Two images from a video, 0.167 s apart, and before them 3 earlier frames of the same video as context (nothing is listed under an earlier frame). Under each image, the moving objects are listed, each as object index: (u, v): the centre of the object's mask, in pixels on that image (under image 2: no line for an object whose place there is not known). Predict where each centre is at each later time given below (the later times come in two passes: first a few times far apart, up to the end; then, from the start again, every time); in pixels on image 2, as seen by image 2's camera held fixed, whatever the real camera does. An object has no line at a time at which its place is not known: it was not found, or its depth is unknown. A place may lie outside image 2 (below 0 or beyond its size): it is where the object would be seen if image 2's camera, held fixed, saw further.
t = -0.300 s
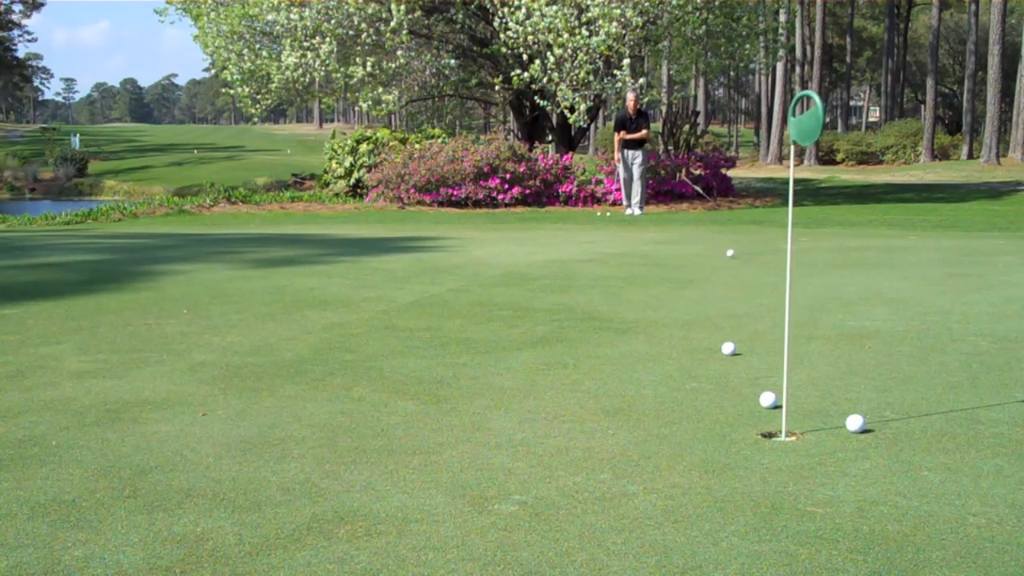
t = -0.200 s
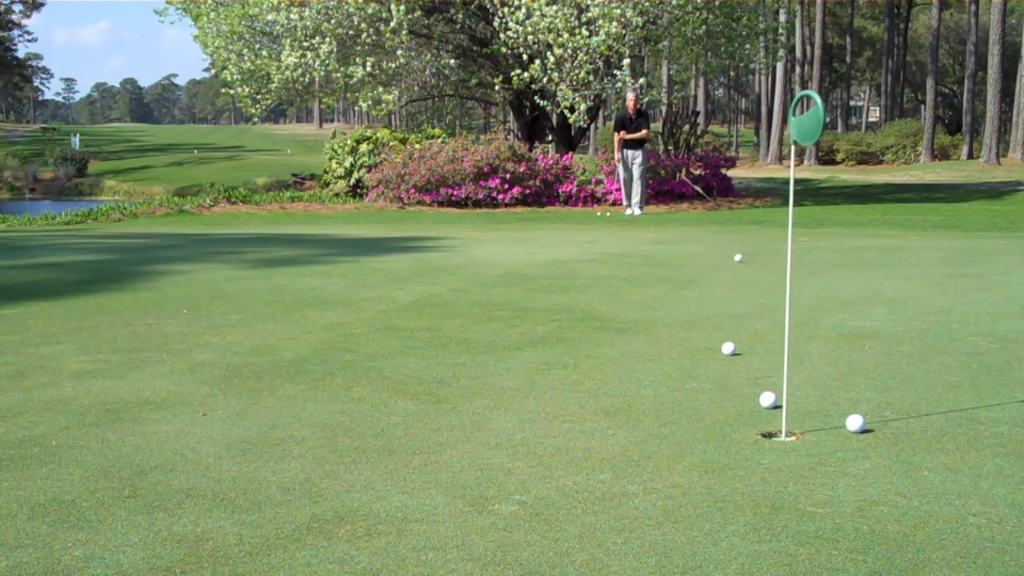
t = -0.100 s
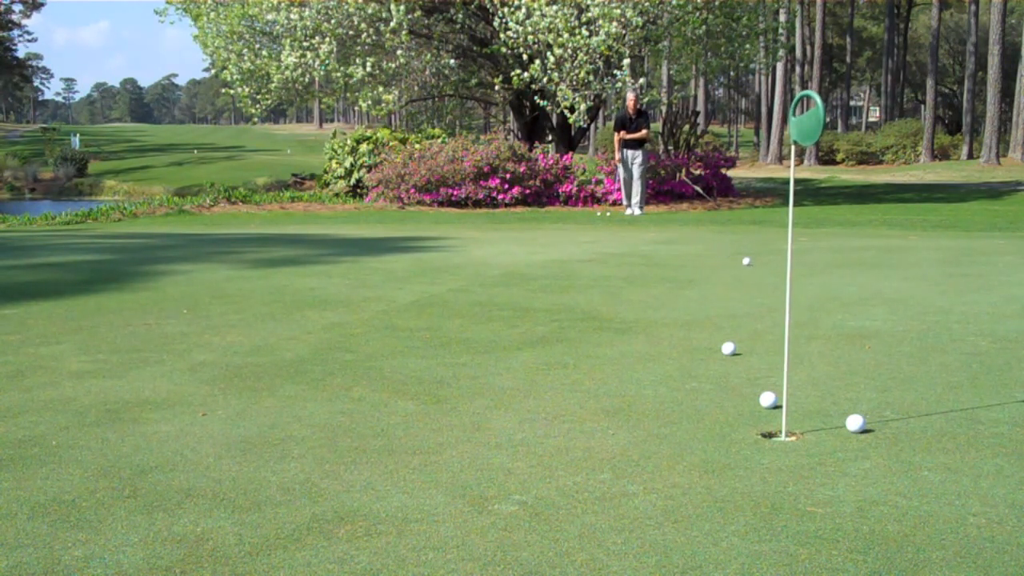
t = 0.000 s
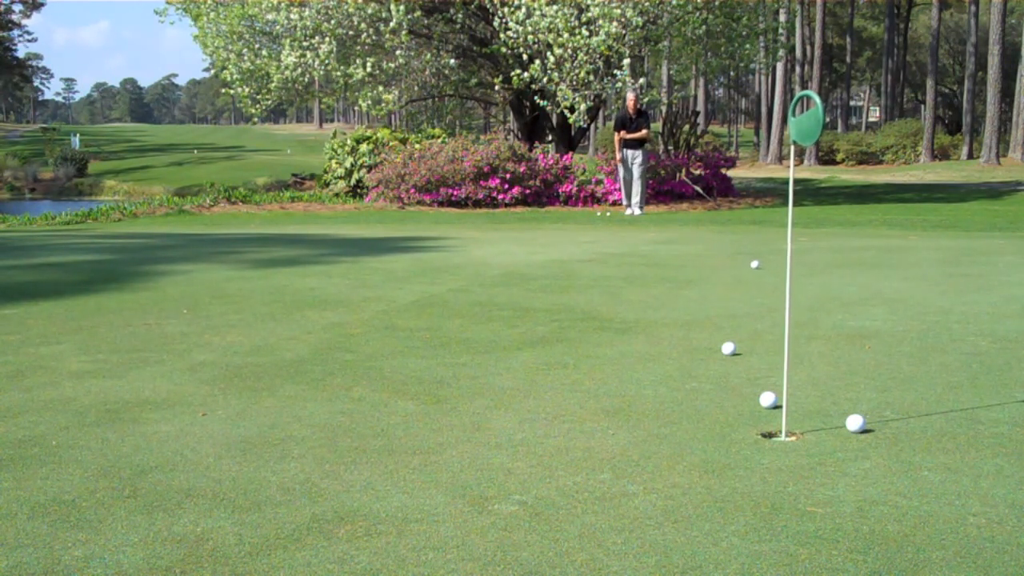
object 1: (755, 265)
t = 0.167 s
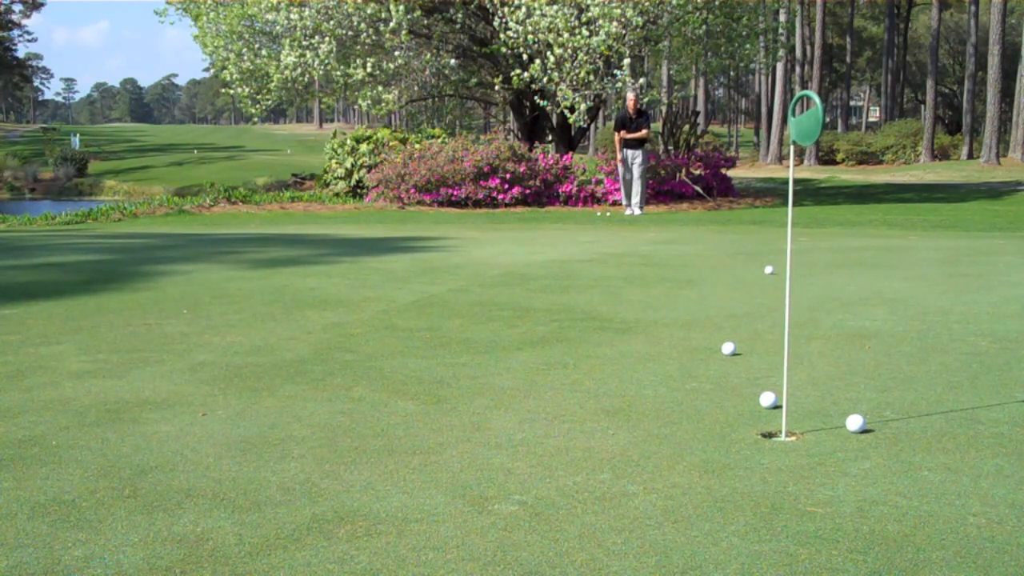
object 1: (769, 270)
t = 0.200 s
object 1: (771, 271)
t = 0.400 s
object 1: (788, 278)
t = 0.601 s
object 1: (803, 287)
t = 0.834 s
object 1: (819, 298)
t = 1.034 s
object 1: (830, 308)
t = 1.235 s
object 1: (837, 319)
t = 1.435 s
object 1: (841, 331)
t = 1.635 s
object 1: (842, 343)
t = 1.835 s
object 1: (839, 355)
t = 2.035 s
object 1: (833, 367)
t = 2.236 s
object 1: (824, 379)
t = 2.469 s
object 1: (809, 392)
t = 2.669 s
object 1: (793, 402)
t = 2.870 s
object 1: (772, 411)
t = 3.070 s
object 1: (752, 417)
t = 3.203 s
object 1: (740, 420)
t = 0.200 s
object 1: (771, 271)
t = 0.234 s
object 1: (774, 272)
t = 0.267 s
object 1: (777, 274)
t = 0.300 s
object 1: (780, 275)
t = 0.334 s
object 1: (782, 276)
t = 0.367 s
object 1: (784, 277)
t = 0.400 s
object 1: (788, 278)
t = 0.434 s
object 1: (792, 279)
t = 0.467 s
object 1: (794, 281)
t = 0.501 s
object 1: (796, 283)
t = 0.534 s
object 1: (799, 284)
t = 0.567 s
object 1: (801, 286)
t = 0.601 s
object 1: (803, 287)
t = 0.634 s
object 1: (806, 288)
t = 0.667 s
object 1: (808, 290)
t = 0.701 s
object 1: (810, 291)
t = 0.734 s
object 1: (813, 293)
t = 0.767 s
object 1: (815, 294)
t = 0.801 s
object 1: (817, 296)
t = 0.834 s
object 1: (819, 298)
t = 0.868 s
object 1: (821, 300)
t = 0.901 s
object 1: (823, 301)
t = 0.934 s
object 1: (825, 303)
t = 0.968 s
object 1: (826, 304)
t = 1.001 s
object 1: (828, 306)
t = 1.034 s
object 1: (830, 308)
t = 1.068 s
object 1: (831, 309)
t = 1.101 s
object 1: (833, 312)
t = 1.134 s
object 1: (834, 313)
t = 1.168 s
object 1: (835, 315)
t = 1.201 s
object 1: (837, 317)
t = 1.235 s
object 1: (837, 319)
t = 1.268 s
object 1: (838, 321)
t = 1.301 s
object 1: (839, 323)
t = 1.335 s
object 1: (839, 325)
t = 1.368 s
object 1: (840, 327)
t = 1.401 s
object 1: (841, 329)
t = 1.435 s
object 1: (841, 331)
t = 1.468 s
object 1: (842, 333)
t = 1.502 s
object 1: (842, 335)
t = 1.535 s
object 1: (842, 337)
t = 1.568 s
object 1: (842, 339)
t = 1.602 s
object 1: (842, 341)
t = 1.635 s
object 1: (842, 343)
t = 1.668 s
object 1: (842, 345)
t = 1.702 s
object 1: (841, 347)
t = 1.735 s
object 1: (841, 349)
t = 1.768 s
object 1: (841, 351)
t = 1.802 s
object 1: (840, 353)
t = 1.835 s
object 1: (839, 355)
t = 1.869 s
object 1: (839, 357)
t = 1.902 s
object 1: (838, 359)
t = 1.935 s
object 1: (837, 361)
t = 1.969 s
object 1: (836, 363)
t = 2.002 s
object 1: (835, 365)
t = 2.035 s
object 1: (833, 367)
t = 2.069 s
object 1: (832, 369)
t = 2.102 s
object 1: (830, 371)
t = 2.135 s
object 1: (829, 373)
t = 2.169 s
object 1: (827, 375)
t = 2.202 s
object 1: (826, 377)
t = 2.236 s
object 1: (824, 379)
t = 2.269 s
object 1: (822, 381)
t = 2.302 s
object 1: (820, 383)
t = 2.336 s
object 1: (818, 385)
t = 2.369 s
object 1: (816, 387)
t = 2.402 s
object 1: (814, 388)
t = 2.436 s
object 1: (812, 390)
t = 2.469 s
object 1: (809, 392)
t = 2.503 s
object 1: (807, 394)
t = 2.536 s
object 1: (804, 396)
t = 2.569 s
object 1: (801, 397)
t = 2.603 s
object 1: (798, 399)
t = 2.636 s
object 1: (795, 400)
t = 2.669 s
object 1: (793, 402)
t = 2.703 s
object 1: (789, 403)
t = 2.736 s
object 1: (786, 404)
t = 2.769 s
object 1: (782, 406)
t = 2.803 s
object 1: (778, 407)
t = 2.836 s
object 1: (775, 409)
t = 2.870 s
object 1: (772, 411)
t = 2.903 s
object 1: (769, 412)
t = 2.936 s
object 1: (766, 413)
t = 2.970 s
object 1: (763, 414)
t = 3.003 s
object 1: (759, 415)
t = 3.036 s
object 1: (756, 415)
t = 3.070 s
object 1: (752, 417)
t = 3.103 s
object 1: (749, 418)
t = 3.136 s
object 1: (746, 418)
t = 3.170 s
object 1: (743, 419)
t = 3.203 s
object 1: (740, 420)
